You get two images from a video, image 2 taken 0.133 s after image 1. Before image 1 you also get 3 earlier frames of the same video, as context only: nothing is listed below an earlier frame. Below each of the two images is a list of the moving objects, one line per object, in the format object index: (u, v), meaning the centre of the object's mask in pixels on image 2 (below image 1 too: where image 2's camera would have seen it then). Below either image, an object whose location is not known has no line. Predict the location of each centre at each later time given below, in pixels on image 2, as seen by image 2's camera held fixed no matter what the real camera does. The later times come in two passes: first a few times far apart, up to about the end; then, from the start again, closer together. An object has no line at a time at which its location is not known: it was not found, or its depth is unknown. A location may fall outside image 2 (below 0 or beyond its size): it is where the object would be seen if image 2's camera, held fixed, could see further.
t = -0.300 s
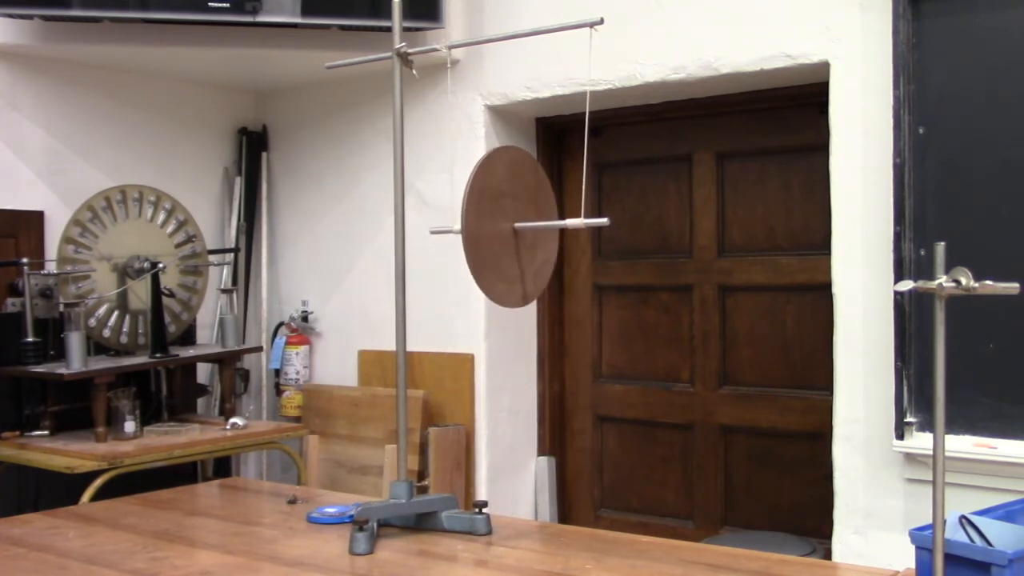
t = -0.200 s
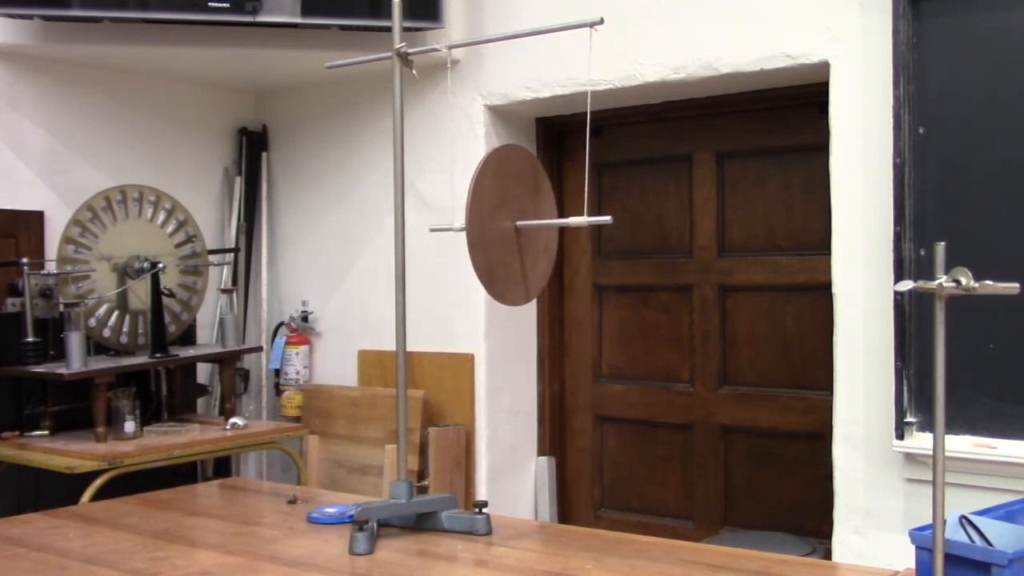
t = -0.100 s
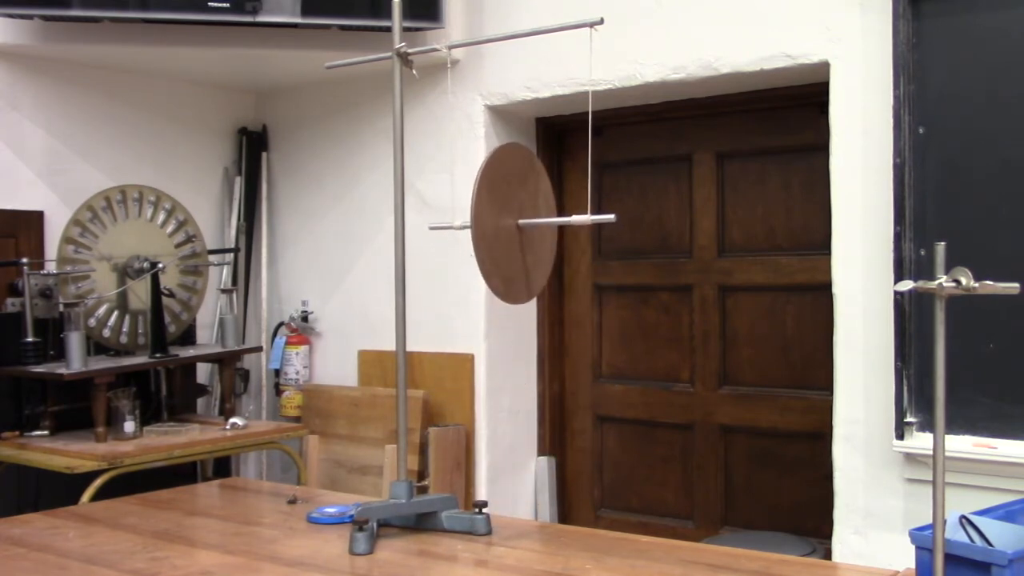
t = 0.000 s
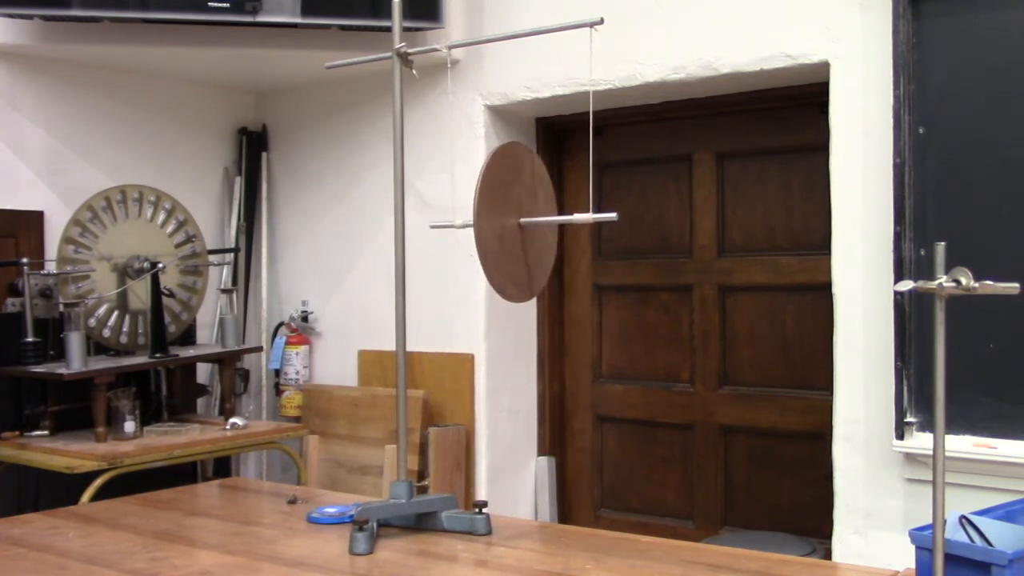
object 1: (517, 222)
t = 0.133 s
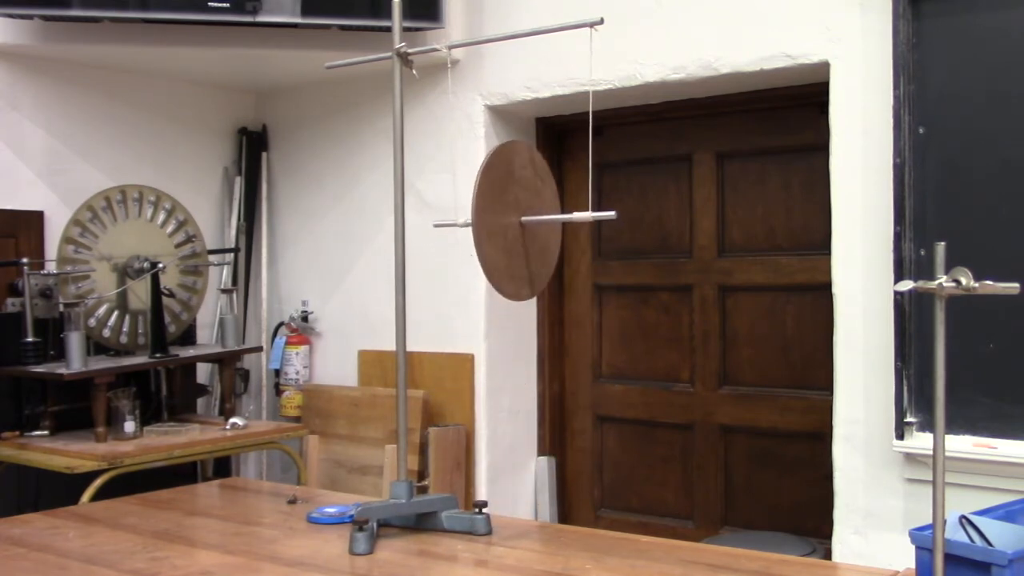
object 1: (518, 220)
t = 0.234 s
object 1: (518, 219)
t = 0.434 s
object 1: (515, 219)
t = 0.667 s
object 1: (512, 221)
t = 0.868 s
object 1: (512, 224)
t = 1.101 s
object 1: (516, 229)
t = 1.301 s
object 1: (518, 235)
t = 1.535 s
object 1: (516, 245)
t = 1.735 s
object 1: (513, 254)
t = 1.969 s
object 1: (513, 267)
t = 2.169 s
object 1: (515, 280)
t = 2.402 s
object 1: (518, 297)
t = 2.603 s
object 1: (519, 312)
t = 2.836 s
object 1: (518, 332)
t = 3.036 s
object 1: (516, 353)
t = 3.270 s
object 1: (515, 377)
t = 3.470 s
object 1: (517, 399)
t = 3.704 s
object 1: (520, 427)
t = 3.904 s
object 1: (523, 452)
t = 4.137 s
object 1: (522, 452)
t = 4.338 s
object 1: (518, 428)
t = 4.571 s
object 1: (512, 401)
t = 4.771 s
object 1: (509, 380)
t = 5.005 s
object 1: (512, 356)
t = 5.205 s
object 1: (516, 337)
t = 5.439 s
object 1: (522, 316)
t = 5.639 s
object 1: (522, 302)
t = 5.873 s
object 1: (516, 286)
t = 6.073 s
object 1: (510, 275)
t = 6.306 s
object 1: (510, 262)
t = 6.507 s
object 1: (515, 254)
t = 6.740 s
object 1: (522, 247)
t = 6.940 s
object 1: (520, 241)
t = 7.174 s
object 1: (513, 237)
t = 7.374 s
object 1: (509, 234)
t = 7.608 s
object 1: (513, 235)
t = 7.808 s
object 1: (520, 237)
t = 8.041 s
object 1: (522, 241)
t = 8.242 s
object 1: (516, 247)
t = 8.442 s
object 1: (510, 253)
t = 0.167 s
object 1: (518, 220)
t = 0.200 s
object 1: (518, 220)
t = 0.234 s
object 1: (518, 219)
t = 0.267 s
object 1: (517, 219)
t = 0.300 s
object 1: (517, 219)
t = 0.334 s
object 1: (516, 219)
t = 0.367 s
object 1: (516, 219)
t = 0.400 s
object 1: (515, 219)
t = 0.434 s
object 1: (515, 219)
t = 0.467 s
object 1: (514, 219)
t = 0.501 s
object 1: (514, 219)
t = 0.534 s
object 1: (513, 220)
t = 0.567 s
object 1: (513, 220)
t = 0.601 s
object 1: (512, 220)
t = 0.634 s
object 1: (512, 220)
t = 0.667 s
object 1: (512, 221)
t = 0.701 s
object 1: (512, 221)
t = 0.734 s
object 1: (512, 222)
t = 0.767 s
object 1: (511, 222)
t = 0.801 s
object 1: (512, 223)
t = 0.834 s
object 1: (512, 224)
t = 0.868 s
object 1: (512, 224)
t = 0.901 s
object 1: (512, 225)
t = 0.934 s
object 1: (513, 226)
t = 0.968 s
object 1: (513, 226)
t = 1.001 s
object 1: (514, 227)
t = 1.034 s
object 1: (515, 228)
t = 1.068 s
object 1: (516, 229)
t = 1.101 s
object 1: (516, 229)
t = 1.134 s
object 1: (517, 230)
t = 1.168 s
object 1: (517, 231)
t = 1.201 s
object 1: (517, 232)
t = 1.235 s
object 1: (518, 233)
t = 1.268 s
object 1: (518, 234)
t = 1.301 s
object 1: (518, 235)
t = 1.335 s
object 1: (518, 237)
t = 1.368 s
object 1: (518, 238)
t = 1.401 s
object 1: (517, 240)
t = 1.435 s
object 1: (517, 241)
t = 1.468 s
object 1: (517, 242)
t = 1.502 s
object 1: (516, 244)
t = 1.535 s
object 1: (516, 245)
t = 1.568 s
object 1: (515, 247)
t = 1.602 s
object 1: (515, 249)
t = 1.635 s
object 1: (515, 250)
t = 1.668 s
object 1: (514, 252)
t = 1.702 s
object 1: (514, 253)
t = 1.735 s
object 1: (513, 254)
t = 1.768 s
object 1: (513, 256)
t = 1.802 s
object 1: (513, 257)
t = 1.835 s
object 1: (513, 259)
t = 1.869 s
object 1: (513, 261)
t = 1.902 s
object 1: (513, 263)
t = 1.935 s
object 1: (512, 265)
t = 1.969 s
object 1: (513, 267)
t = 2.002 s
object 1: (513, 269)
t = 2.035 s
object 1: (513, 272)
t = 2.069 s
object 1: (514, 274)
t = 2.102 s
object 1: (514, 276)
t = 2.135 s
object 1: (515, 278)
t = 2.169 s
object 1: (515, 280)
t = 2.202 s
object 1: (516, 282)
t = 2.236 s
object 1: (516, 284)
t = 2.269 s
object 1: (516, 286)
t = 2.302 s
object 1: (517, 289)
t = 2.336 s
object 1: (517, 292)
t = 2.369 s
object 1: (517, 294)
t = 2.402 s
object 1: (518, 297)
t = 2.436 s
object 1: (519, 300)
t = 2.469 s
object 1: (519, 302)
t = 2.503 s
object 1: (519, 304)
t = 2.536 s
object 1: (520, 307)
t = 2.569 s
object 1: (519, 309)
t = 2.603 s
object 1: (519, 312)
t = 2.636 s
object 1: (520, 315)
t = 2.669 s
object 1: (519, 318)
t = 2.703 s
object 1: (520, 321)
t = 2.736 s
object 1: (519, 324)
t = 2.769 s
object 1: (519, 327)
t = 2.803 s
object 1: (519, 330)
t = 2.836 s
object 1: (518, 332)
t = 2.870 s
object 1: (518, 335)
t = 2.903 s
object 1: (518, 339)
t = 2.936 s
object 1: (517, 342)
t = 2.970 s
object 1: (516, 346)
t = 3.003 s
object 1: (516, 349)
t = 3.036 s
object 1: (516, 353)
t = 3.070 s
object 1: (516, 356)
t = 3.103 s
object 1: (515, 359)
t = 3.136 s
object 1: (515, 362)
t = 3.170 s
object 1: (515, 365)
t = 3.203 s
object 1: (514, 369)
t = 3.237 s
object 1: (514, 373)
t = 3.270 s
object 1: (515, 377)
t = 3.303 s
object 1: (515, 381)
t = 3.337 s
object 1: (515, 384)
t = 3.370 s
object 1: (515, 387)
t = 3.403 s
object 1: (515, 391)
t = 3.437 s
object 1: (516, 395)
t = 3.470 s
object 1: (517, 399)
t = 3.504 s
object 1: (517, 403)
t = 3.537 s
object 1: (517, 407)
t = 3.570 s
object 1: (518, 410)
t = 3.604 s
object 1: (518, 414)
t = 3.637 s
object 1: (519, 418)
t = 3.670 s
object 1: (519, 423)
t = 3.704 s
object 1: (520, 427)
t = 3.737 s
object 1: (521, 431)
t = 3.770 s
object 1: (521, 435)
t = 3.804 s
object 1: (522, 438)
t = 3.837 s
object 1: (522, 443)
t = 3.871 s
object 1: (522, 447)
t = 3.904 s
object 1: (523, 452)
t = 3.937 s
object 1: (523, 457)
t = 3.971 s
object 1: (523, 460)
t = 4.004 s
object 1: (523, 464)
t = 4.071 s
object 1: (523, 461)
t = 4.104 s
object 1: (523, 456)
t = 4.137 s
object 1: (522, 452)
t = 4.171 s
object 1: (522, 447)
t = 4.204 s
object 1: (521, 441)
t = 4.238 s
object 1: (520, 439)
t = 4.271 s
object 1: (520, 436)
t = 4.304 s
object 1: (519, 432)
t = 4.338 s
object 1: (518, 428)
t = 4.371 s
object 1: (517, 423)
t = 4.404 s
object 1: (516, 419)
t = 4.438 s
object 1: (515, 416)
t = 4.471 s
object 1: (514, 412)
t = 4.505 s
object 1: (514, 409)
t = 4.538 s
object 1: (513, 405)
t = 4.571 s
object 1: (512, 401)
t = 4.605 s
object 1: (512, 397)
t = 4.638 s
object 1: (511, 393)
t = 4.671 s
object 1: (510, 390)
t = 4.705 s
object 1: (510, 386)
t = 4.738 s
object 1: (509, 383)
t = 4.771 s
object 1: (509, 380)
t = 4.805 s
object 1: (509, 376)
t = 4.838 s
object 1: (509, 372)
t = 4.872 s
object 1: (509, 368)
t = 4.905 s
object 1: (509, 365)
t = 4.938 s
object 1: (509, 362)
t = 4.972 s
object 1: (510, 359)
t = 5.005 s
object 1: (512, 356)
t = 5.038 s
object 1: (513, 353)
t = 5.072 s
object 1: (513, 350)
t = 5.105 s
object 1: (513, 346)
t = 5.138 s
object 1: (514, 342)
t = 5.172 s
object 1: (515, 339)
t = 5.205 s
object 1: (516, 337)
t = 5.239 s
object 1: (517, 334)
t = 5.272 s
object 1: (518, 331)
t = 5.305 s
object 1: (519, 328)
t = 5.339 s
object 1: (520, 326)
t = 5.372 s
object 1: (521, 322)
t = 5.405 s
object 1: (521, 319)
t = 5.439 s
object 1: (522, 316)
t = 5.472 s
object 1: (522, 313)
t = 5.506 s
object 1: (522, 311)
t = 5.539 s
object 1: (522, 309)
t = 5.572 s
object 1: (523, 306)
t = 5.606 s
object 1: (522, 304)
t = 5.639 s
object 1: (522, 302)
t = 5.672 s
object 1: (522, 300)
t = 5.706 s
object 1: (521, 297)
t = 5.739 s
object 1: (520, 295)
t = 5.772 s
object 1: (519, 292)
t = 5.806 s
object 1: (518, 290)
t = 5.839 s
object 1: (517, 288)
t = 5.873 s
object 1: (516, 286)
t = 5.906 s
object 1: (515, 284)
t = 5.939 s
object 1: (514, 282)
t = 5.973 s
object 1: (513, 280)
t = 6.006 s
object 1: (512, 278)
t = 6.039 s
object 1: (511, 277)
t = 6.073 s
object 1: (510, 275)
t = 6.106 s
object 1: (510, 273)
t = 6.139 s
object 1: (510, 271)
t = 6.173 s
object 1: (509, 269)
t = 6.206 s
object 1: (509, 267)
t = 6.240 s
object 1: (509, 265)
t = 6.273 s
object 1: (509, 263)
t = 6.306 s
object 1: (510, 262)
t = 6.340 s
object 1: (511, 260)
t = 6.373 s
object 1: (511, 259)
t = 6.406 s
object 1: (512, 258)
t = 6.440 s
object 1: (513, 257)
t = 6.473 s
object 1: (514, 255)
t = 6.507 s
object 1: (515, 254)
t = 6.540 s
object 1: (517, 253)
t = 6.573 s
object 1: (518, 252)
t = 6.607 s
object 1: (519, 251)
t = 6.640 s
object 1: (520, 250)
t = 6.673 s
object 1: (520, 249)
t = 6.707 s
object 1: (521, 248)
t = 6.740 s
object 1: (522, 247)
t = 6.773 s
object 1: (522, 246)
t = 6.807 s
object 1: (522, 245)
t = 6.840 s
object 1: (522, 244)
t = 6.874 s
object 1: (522, 243)
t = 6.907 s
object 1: (521, 242)
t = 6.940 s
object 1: (520, 241)
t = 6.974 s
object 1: (520, 240)
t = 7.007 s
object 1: (519, 239)
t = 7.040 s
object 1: (518, 239)
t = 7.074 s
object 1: (516, 238)
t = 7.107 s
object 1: (515, 238)
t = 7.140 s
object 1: (514, 237)
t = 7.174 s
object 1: (513, 237)
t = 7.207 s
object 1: (512, 236)
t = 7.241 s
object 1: (511, 236)
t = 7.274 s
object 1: (510, 235)
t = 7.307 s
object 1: (510, 235)
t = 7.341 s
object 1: (509, 235)
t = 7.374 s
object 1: (509, 234)
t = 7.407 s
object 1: (509, 234)
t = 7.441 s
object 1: (509, 234)
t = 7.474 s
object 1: (510, 234)
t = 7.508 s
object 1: (510, 234)
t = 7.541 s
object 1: (511, 235)
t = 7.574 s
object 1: (512, 235)
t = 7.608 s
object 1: (513, 235)
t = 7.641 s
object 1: (515, 235)
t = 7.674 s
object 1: (516, 236)
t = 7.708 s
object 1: (517, 236)
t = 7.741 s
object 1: (518, 236)
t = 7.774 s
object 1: (519, 237)
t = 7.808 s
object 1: (520, 237)
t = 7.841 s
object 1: (521, 238)
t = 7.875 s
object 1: (521, 238)
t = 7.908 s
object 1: (522, 239)
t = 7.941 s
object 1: (522, 239)
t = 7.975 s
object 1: (522, 240)
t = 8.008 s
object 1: (522, 241)
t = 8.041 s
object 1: (522, 241)
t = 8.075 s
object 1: (521, 242)
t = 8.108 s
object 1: (520, 243)
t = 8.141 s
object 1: (520, 244)
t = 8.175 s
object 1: (518, 245)
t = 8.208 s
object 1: (517, 246)
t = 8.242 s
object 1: (516, 247)
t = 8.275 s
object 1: (515, 248)
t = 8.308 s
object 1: (514, 249)
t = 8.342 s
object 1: (513, 250)
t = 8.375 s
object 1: (512, 251)
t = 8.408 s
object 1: (511, 252)
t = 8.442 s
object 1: (510, 253)
